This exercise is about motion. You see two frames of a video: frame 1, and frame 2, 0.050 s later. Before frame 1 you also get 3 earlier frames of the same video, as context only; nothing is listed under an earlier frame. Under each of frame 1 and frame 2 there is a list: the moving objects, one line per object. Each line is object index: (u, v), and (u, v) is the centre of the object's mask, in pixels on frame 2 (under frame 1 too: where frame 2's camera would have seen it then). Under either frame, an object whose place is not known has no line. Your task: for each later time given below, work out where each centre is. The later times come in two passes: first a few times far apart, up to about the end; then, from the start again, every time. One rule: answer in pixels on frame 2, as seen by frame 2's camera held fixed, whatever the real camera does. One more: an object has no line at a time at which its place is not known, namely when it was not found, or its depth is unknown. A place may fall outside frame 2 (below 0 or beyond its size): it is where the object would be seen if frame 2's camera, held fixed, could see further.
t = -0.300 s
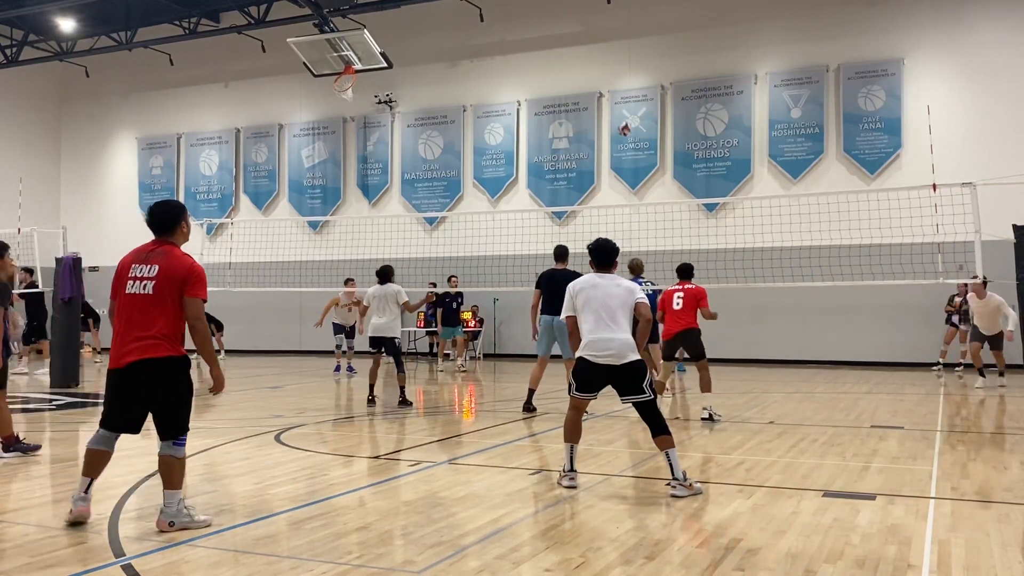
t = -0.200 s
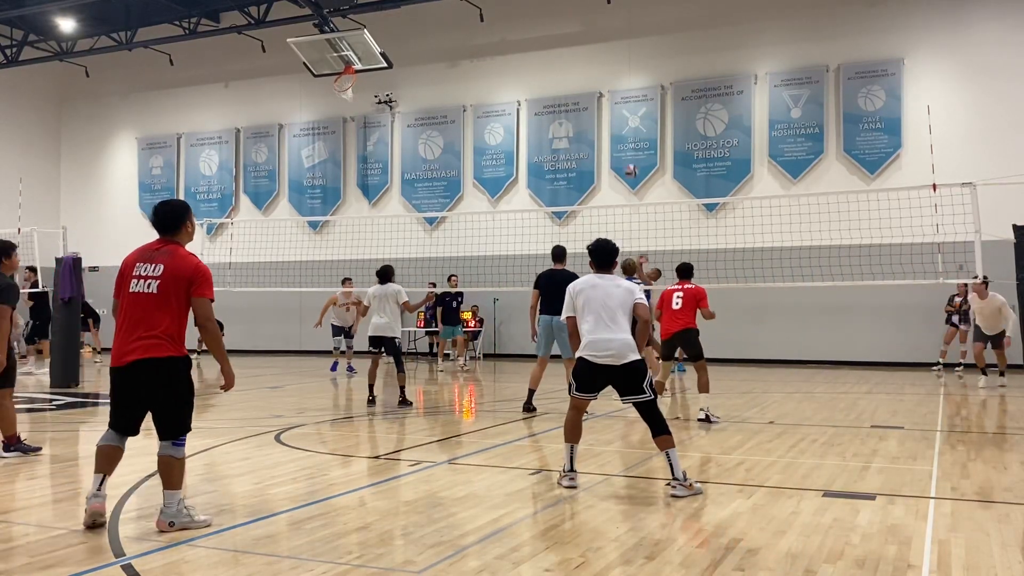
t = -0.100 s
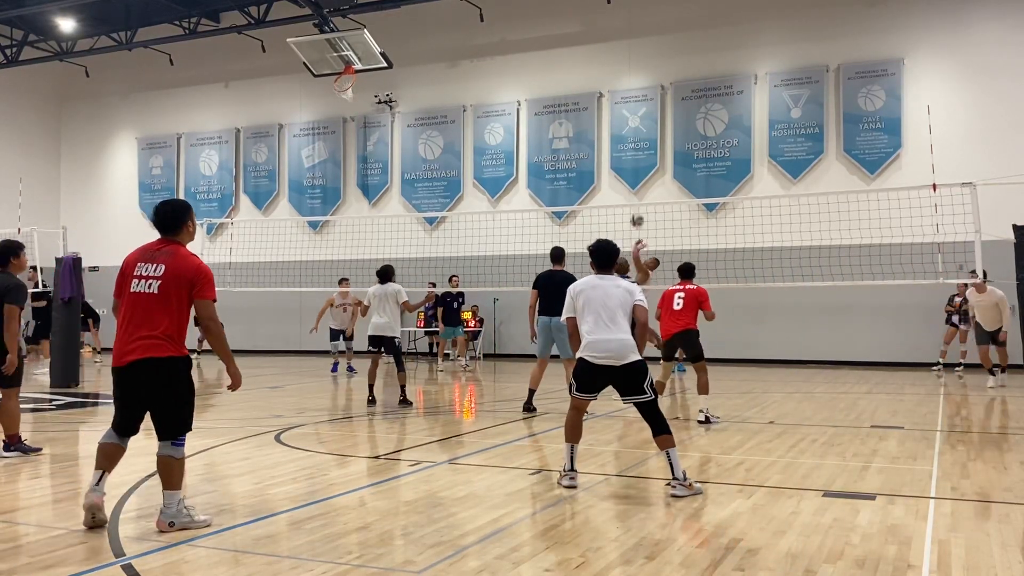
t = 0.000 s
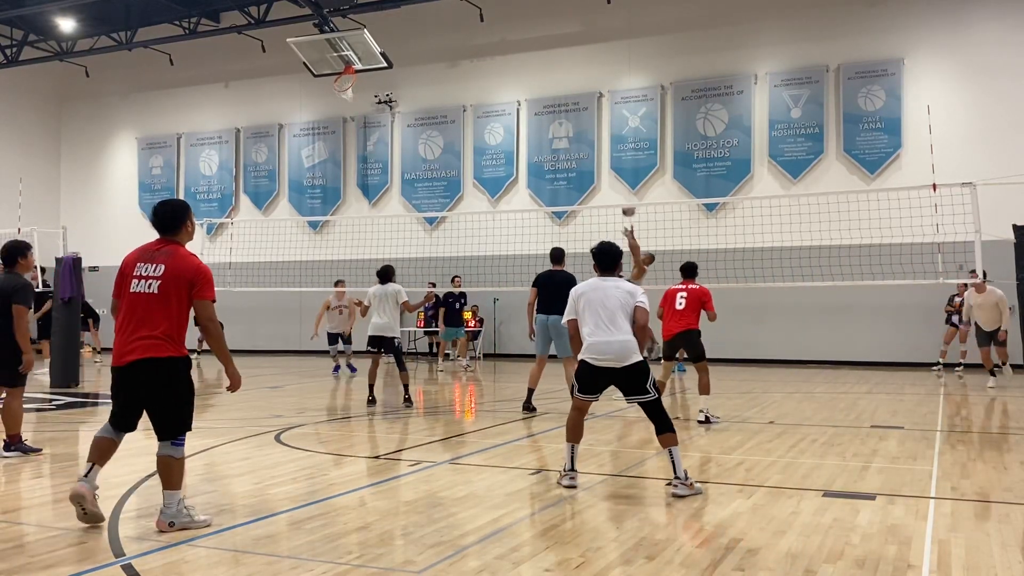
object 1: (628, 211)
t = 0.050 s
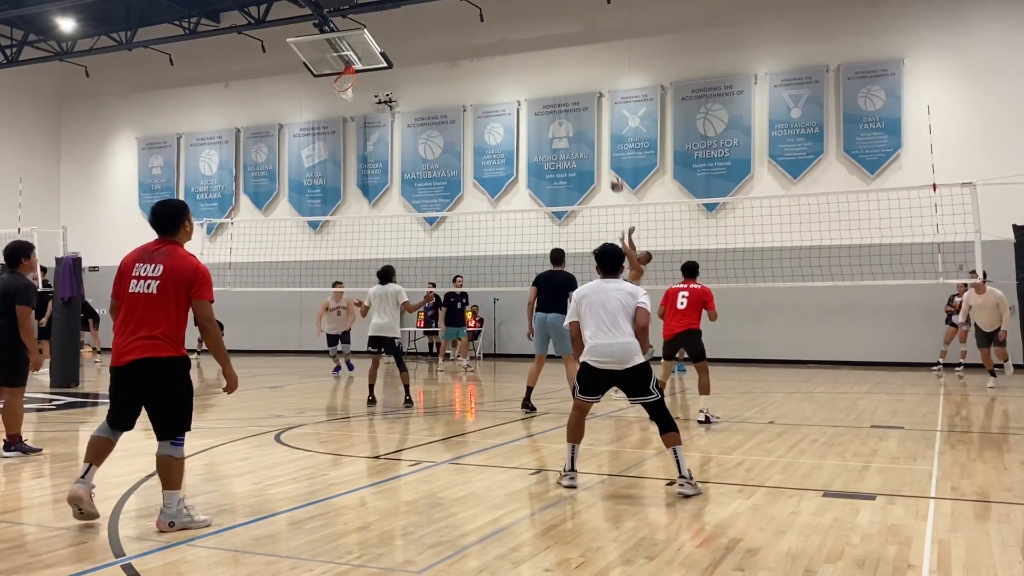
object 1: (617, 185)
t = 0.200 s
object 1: (583, 120)
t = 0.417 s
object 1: (537, 55)
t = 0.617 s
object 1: (495, 22)
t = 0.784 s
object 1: (461, 16)
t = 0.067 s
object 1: (613, 177)
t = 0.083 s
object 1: (609, 169)
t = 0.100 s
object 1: (605, 162)
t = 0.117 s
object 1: (602, 154)
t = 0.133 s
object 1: (598, 147)
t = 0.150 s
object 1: (594, 140)
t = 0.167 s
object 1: (590, 134)
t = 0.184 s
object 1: (586, 127)
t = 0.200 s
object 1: (583, 120)
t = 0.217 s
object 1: (579, 114)
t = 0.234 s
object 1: (576, 109)
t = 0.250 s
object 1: (572, 103)
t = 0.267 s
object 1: (569, 97)
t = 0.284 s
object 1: (564, 91)
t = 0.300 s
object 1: (561, 86)
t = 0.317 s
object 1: (558, 82)
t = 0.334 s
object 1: (554, 76)
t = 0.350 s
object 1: (550, 72)
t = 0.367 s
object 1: (547, 67)
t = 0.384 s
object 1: (544, 63)
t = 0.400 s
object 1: (541, 59)
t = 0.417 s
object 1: (537, 55)
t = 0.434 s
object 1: (533, 51)
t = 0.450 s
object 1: (529, 48)
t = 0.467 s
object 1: (526, 44)
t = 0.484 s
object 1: (522, 41)
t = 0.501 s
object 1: (519, 38)
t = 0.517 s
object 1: (516, 35)
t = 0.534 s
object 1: (512, 32)
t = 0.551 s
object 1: (509, 30)
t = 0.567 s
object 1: (505, 28)
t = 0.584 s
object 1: (502, 26)
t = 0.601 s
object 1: (498, 24)
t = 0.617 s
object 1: (495, 22)
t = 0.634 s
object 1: (492, 21)
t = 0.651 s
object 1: (488, 19)
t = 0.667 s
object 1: (484, 18)
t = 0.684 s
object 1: (481, 17)
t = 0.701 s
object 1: (478, 16)
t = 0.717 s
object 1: (475, 16)
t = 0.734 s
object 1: (471, 16)
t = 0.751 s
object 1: (468, 15)
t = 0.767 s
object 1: (464, 16)
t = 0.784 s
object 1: (461, 16)
